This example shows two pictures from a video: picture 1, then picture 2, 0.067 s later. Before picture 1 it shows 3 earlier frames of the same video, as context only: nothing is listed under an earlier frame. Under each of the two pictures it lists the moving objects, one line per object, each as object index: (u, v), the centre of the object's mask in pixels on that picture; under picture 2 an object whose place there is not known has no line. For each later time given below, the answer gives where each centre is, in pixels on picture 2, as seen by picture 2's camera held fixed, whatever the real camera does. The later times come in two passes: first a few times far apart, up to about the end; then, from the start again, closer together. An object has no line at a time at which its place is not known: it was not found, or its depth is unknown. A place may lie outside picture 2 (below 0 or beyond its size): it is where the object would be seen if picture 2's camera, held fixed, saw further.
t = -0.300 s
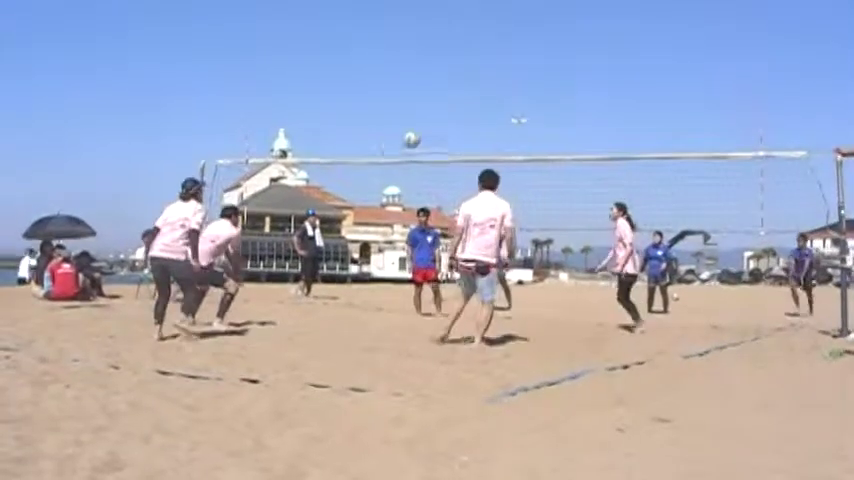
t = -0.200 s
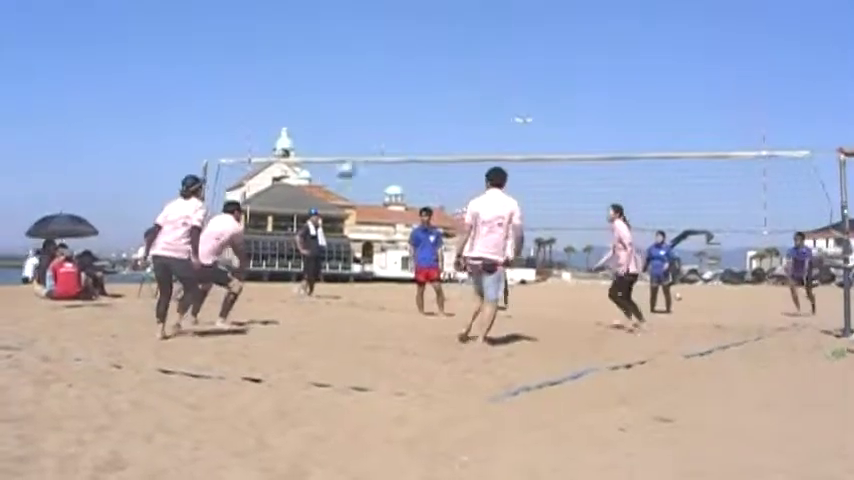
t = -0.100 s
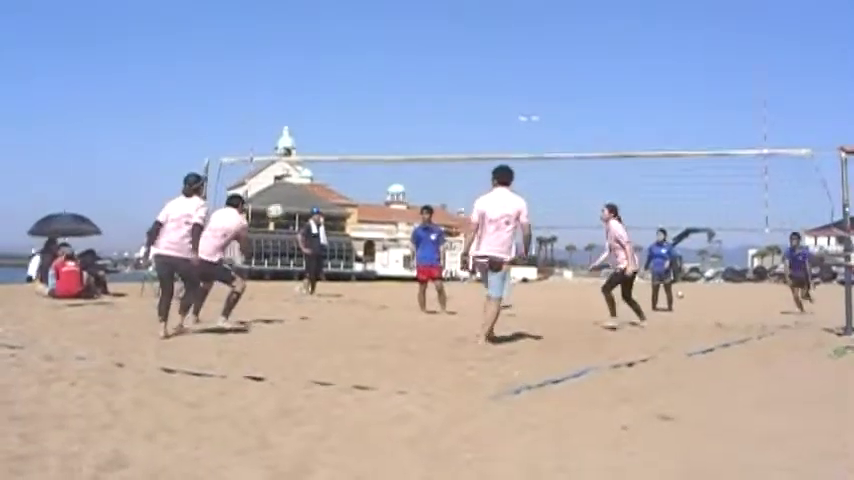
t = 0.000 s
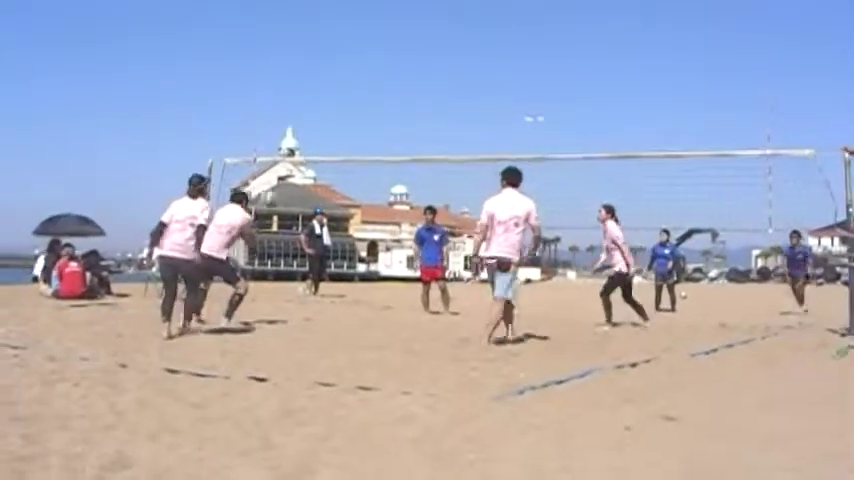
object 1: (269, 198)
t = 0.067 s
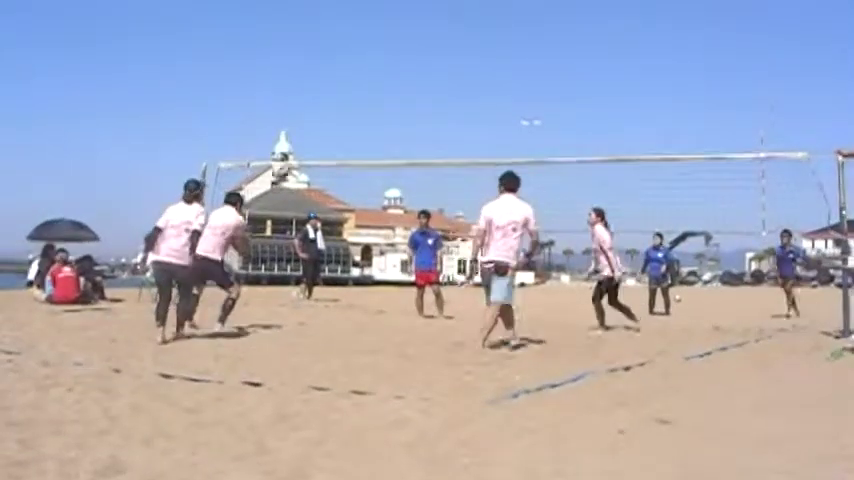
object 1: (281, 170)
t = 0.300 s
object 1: (340, 90)
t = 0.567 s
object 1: (404, 54)
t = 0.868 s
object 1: (473, 81)
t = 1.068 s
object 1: (516, 140)
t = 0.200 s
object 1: (314, 118)
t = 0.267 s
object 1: (332, 98)
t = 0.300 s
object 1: (340, 90)
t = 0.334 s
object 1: (349, 81)
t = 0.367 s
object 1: (356, 74)
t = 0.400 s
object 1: (364, 69)
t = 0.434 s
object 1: (373, 65)
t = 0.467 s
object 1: (381, 61)
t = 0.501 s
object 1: (388, 59)
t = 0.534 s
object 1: (396, 56)
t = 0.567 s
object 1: (404, 54)
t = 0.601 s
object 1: (411, 53)
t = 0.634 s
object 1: (420, 54)
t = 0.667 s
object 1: (428, 56)
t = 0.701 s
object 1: (435, 59)
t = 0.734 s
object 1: (443, 62)
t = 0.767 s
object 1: (450, 66)
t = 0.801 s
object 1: (457, 71)
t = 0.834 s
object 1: (464, 75)
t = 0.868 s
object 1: (473, 81)
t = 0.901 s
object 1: (479, 90)
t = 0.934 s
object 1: (488, 98)
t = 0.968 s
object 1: (494, 108)
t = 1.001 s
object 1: (501, 119)
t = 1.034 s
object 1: (509, 129)
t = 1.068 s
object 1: (516, 140)
